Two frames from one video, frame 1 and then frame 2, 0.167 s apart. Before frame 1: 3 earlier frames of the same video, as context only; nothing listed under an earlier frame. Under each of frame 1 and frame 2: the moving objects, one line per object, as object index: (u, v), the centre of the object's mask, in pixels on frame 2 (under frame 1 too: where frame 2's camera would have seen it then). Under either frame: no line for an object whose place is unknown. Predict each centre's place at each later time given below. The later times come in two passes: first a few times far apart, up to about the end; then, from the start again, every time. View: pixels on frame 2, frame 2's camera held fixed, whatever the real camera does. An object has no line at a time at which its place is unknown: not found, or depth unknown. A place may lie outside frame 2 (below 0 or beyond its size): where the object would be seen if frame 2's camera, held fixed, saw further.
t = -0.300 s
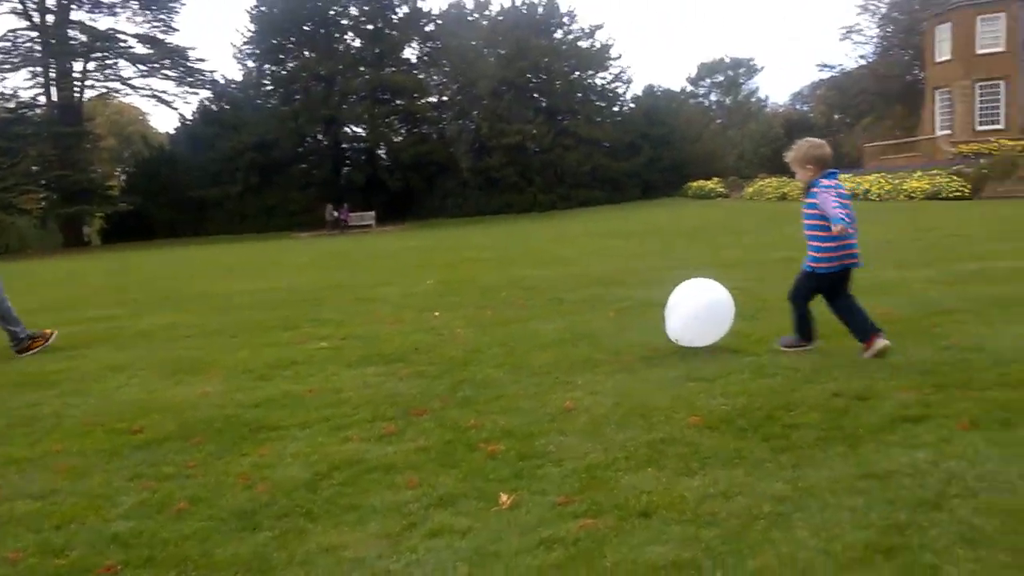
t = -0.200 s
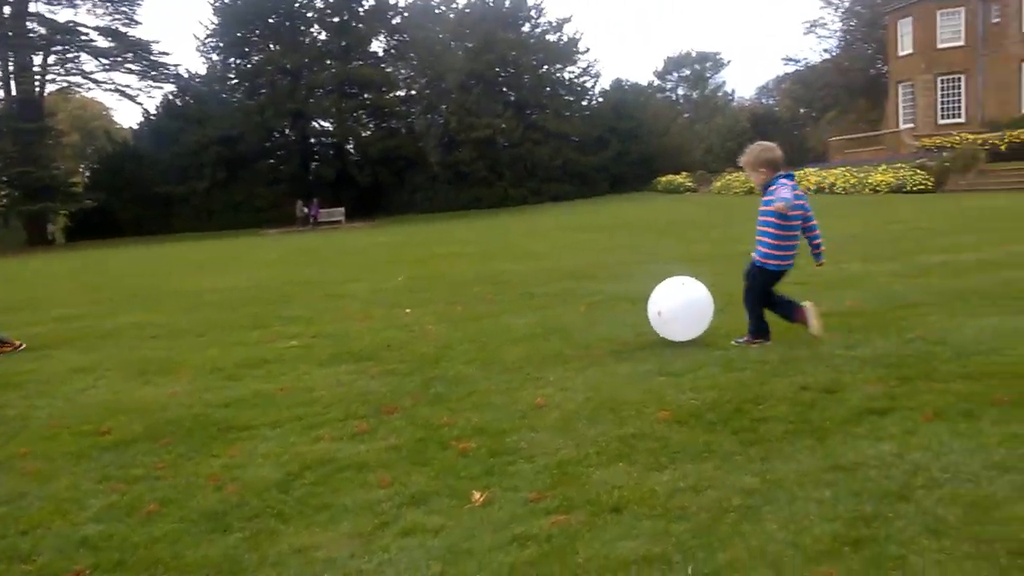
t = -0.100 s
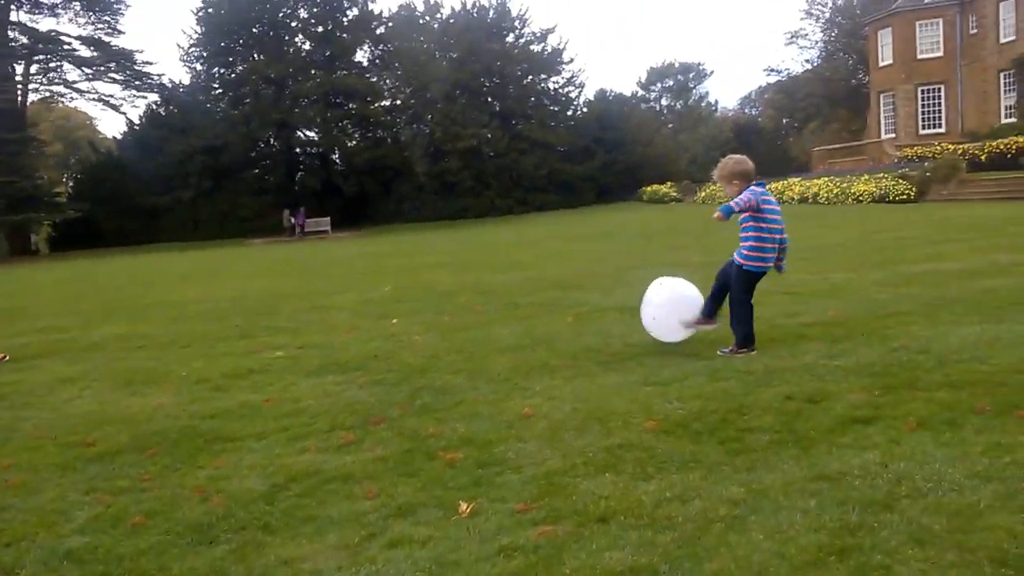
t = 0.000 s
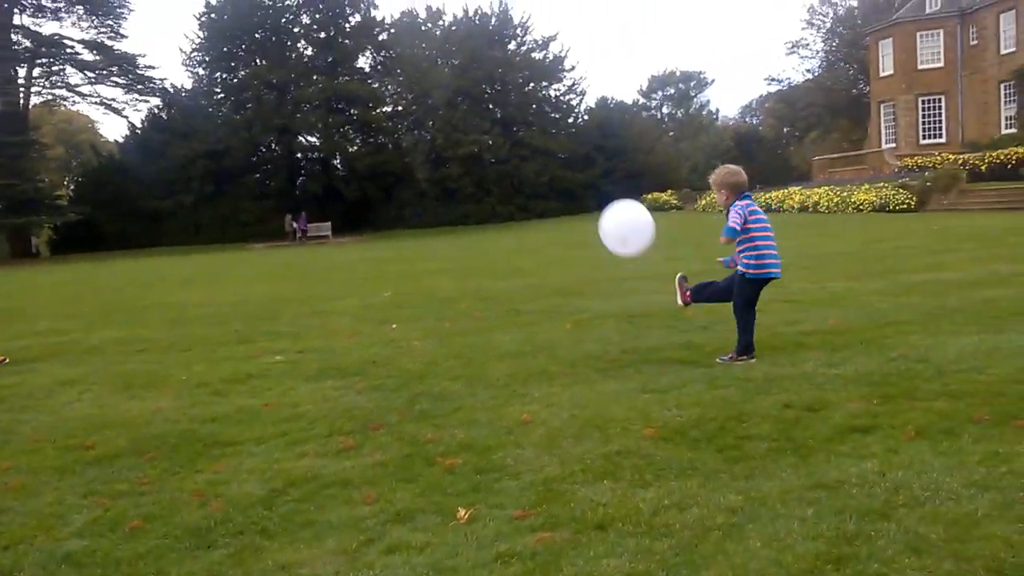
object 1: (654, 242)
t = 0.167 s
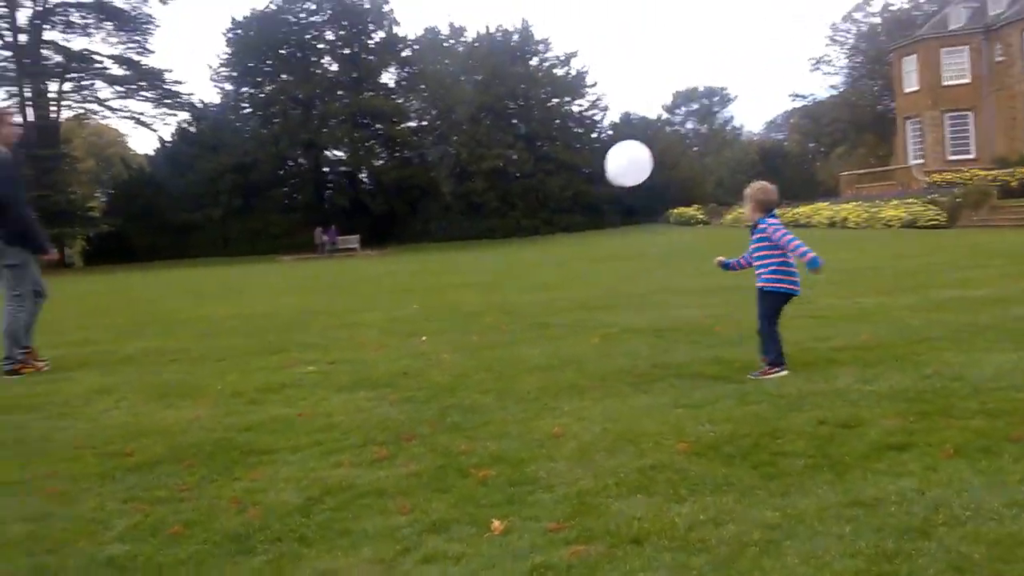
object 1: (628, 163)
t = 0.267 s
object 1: (634, 152)
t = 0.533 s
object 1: (664, 181)
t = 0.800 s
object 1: (700, 236)
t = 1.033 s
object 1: (725, 264)
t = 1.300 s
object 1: (742, 233)
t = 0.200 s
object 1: (631, 157)
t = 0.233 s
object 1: (632, 153)
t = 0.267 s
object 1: (634, 152)
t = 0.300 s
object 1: (636, 154)
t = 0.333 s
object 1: (639, 156)
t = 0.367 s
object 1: (642, 159)
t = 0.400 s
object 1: (646, 162)
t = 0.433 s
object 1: (651, 167)
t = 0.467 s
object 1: (655, 171)
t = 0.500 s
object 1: (659, 176)
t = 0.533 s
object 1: (664, 181)
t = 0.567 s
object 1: (670, 187)
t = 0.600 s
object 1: (674, 194)
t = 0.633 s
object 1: (679, 200)
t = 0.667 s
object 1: (684, 208)
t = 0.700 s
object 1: (688, 215)
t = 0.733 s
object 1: (691, 222)
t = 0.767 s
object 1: (696, 229)
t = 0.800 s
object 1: (700, 236)
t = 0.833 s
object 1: (705, 244)
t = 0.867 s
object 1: (709, 251)
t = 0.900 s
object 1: (713, 258)
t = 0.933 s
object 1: (718, 267)
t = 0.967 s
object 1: (722, 274)
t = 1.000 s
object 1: (724, 271)
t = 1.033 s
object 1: (725, 264)
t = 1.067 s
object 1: (727, 258)
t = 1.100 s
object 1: (729, 254)
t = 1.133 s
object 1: (731, 249)
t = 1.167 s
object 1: (733, 244)
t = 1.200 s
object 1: (735, 241)
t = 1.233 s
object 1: (737, 238)
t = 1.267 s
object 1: (739, 235)
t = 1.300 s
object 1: (742, 233)
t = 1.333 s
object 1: (744, 232)
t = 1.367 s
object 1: (746, 230)
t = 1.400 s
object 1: (748, 229)
